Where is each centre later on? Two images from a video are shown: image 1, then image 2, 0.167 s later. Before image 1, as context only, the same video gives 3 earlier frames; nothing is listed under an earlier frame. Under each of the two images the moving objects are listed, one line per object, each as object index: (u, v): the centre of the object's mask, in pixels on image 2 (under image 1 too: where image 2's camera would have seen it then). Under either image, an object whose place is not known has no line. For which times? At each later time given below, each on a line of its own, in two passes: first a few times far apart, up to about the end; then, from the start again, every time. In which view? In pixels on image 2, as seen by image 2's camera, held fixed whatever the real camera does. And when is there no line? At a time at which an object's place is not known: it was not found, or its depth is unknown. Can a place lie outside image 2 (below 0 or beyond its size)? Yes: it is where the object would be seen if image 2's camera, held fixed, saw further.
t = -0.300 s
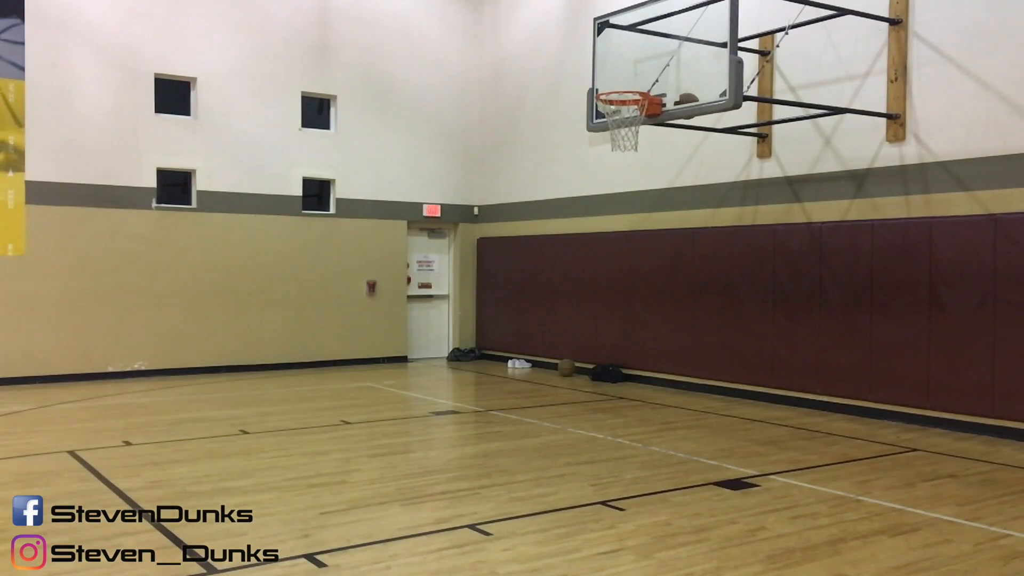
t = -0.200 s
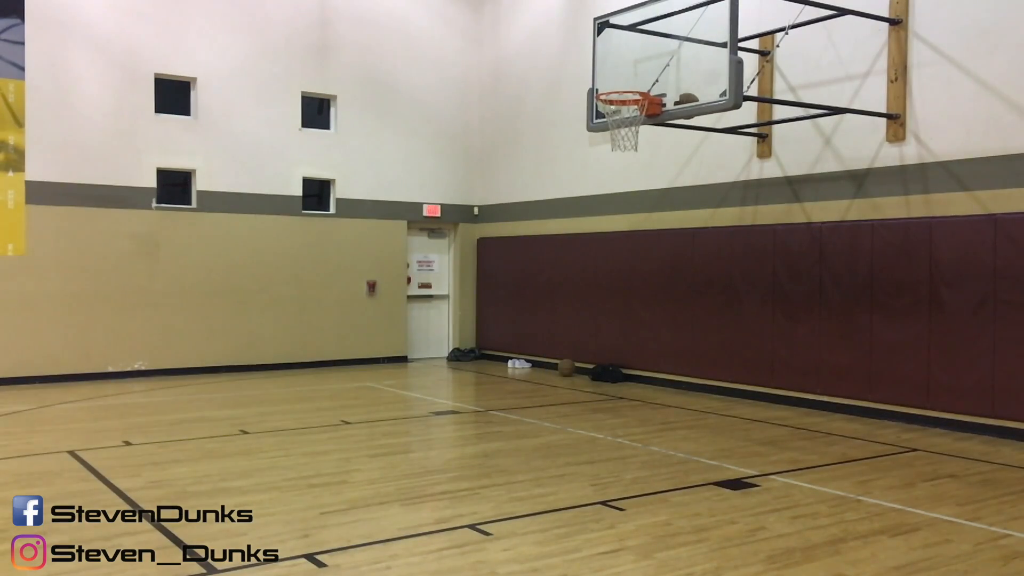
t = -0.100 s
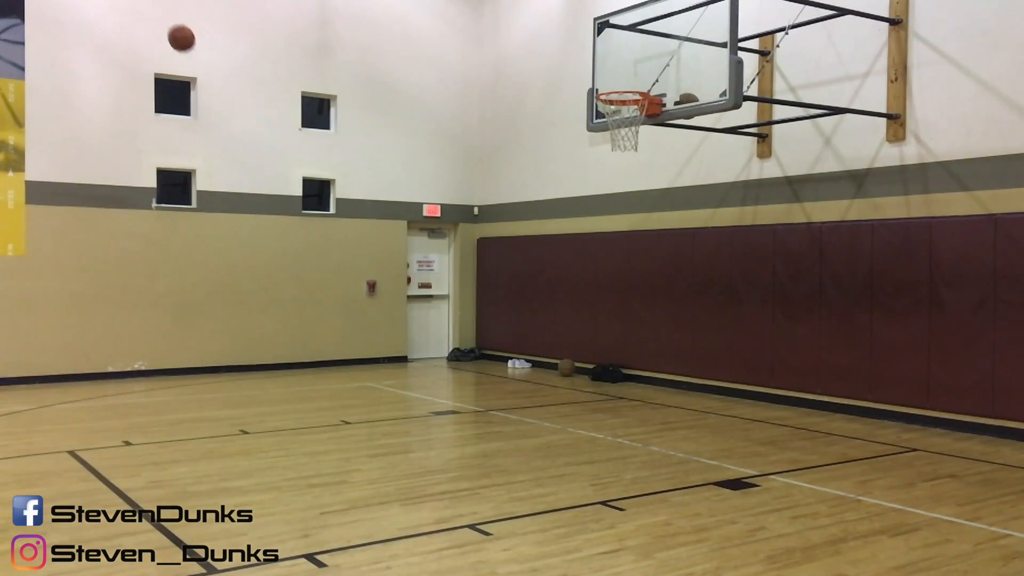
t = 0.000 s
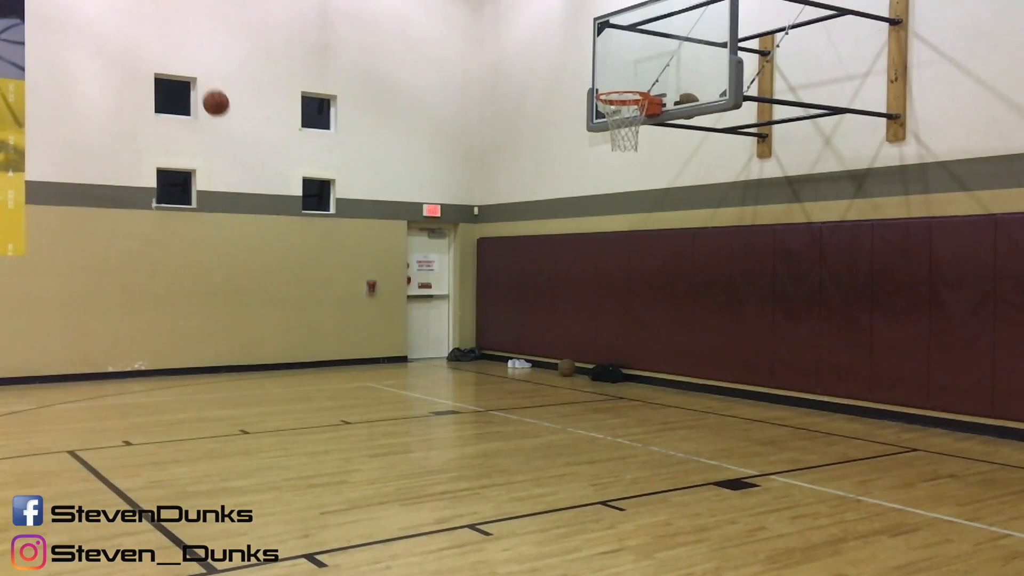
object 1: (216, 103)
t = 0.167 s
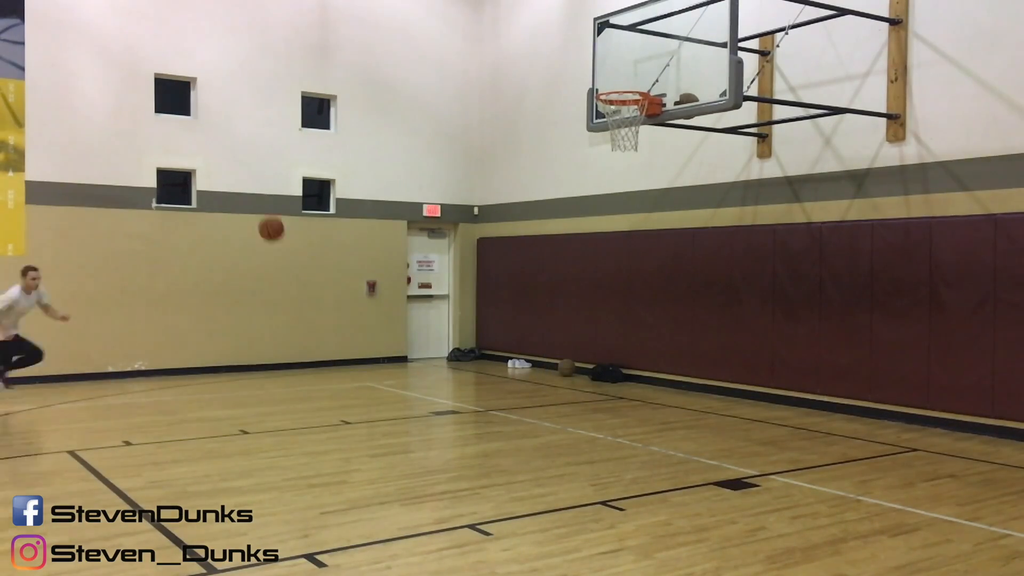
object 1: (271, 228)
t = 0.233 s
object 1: (293, 284)
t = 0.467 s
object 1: (345, 342)
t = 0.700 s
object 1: (371, 224)
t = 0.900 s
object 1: (393, 165)
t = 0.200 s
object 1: (282, 256)
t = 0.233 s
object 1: (293, 284)
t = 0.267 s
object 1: (303, 314)
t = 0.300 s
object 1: (313, 344)
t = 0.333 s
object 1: (324, 375)
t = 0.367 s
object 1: (334, 406)
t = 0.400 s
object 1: (338, 386)
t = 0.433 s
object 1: (342, 363)
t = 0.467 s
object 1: (345, 342)
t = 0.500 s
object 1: (349, 321)
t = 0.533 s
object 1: (353, 302)
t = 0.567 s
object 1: (356, 284)
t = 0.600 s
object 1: (360, 267)
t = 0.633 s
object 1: (364, 251)
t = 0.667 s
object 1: (367, 236)
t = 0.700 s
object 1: (371, 224)
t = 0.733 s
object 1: (374, 211)
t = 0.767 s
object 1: (378, 199)
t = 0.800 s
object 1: (382, 189)
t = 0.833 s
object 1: (385, 180)
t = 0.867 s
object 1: (389, 172)
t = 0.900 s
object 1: (393, 165)
